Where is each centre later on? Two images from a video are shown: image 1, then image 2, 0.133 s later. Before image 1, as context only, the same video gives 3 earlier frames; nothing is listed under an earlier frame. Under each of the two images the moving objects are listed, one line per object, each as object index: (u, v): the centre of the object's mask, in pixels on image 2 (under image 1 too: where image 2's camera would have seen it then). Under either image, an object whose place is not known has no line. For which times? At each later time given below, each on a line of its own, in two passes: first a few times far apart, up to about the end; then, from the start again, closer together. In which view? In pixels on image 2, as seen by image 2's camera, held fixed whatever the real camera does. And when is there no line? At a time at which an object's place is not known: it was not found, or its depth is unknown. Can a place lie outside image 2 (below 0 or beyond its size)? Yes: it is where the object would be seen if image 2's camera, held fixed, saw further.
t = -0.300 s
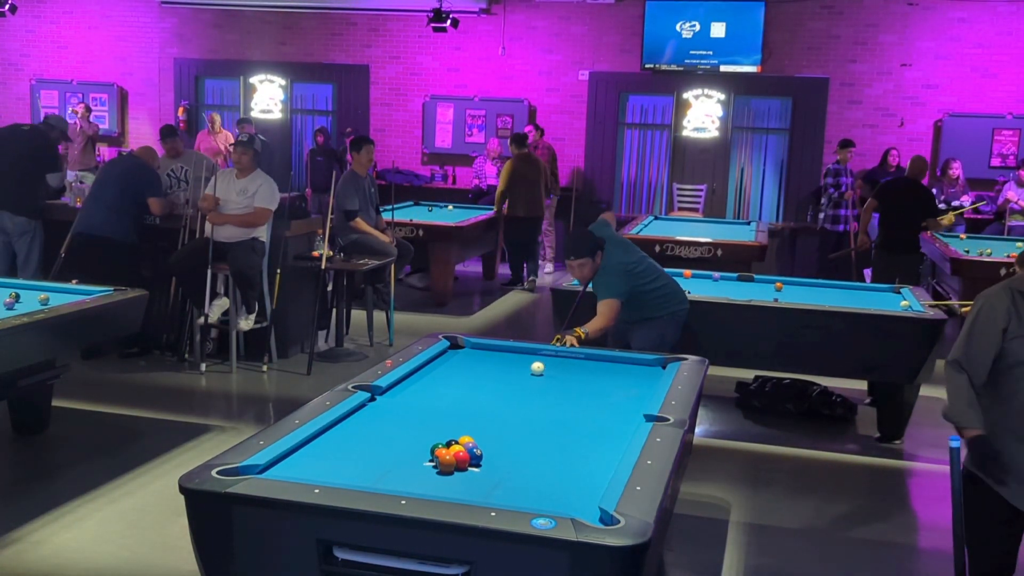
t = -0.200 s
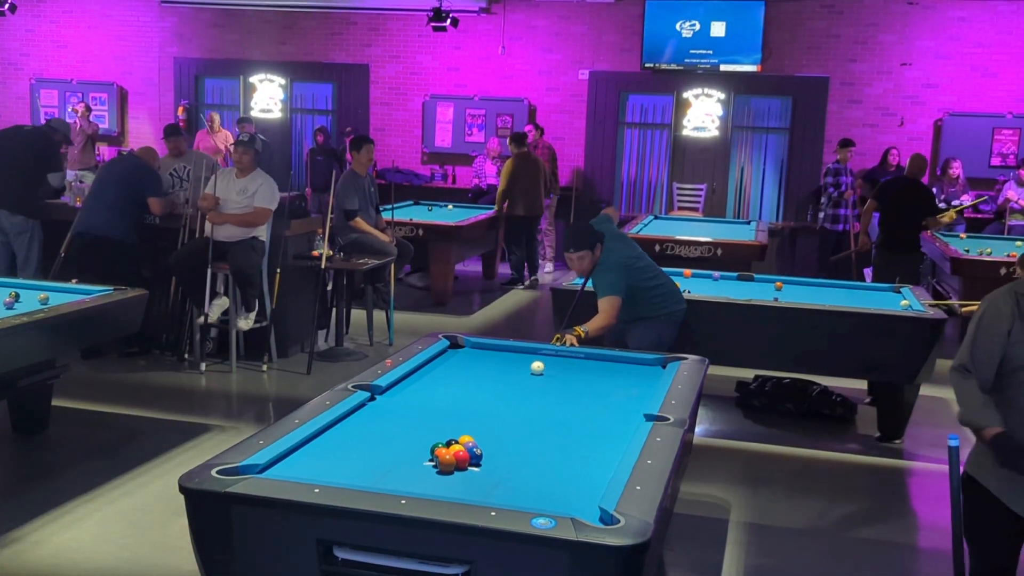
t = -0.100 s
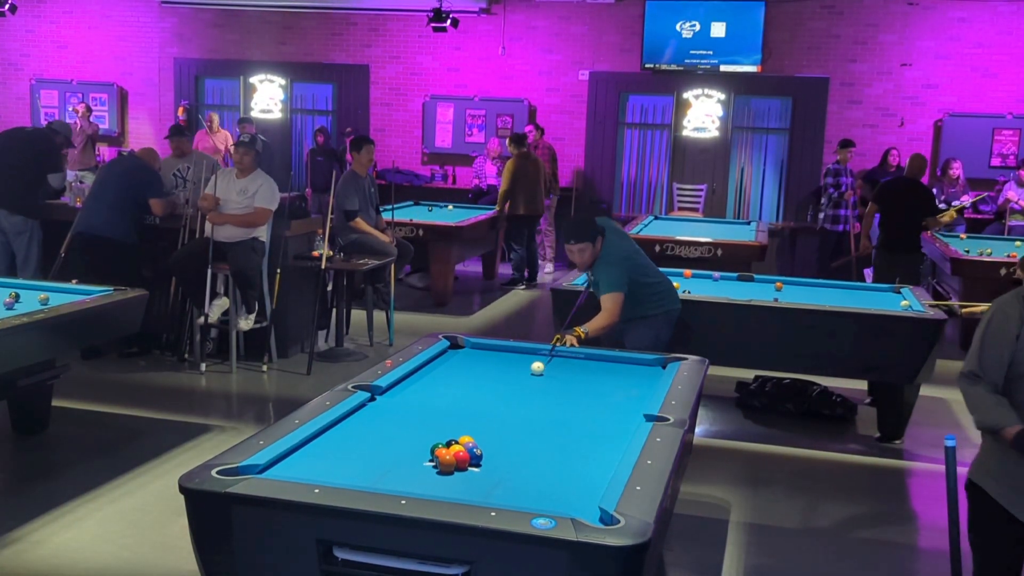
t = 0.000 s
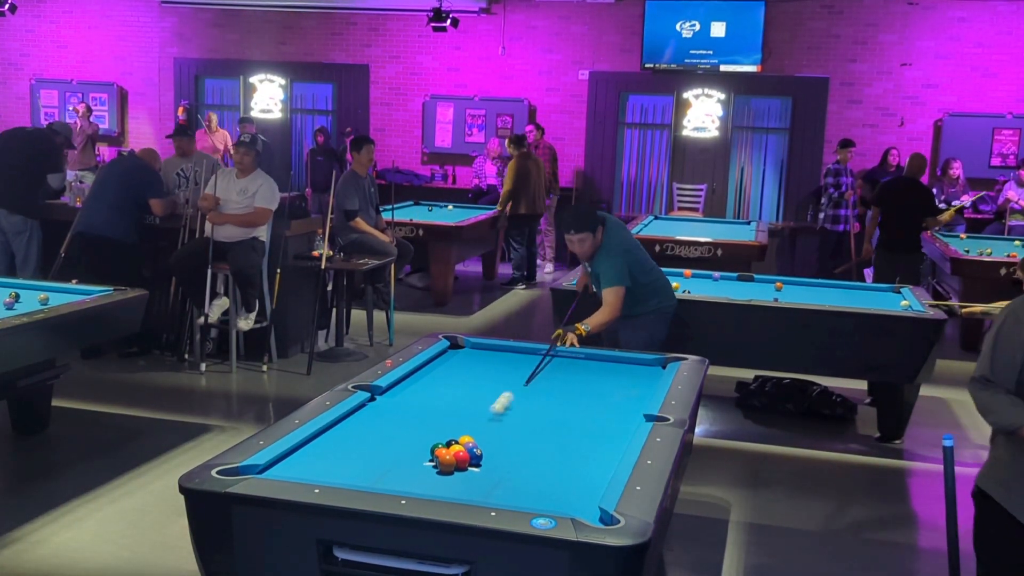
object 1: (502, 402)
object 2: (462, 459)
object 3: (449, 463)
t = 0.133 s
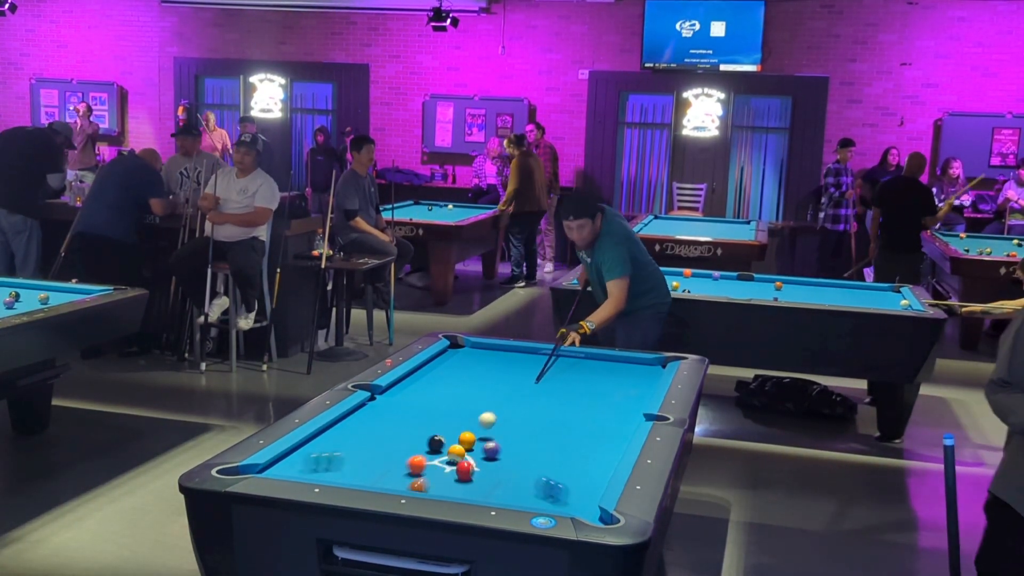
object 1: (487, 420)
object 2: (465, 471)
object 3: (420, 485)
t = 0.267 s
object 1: (510, 415)
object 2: (471, 487)
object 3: (435, 471)
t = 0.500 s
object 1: (544, 397)
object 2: (497, 492)
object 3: (430, 452)
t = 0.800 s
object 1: (581, 374)
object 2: (538, 478)
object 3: (411, 436)
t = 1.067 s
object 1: (607, 358)
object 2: (571, 466)
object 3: (397, 424)
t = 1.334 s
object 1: (582, 364)
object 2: (599, 456)
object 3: (431, 412)
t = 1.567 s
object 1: (558, 369)
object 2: (617, 447)
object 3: (455, 402)
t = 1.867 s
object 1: (526, 376)
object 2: (610, 438)
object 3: (482, 391)
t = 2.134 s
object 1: (506, 379)
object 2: (605, 431)
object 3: (496, 386)
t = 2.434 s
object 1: (502, 374)
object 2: (600, 423)
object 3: (514, 383)
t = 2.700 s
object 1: (499, 370)
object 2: (595, 418)
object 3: (529, 381)
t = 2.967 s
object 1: (497, 366)
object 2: (592, 412)
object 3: (542, 379)
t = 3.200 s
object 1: (495, 364)
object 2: (589, 409)
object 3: (553, 378)
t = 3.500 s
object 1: (493, 360)
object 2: (585, 404)
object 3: (565, 376)
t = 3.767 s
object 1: (492, 359)
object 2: (582, 401)
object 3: (574, 375)
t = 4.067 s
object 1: (491, 356)
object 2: (580, 399)
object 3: (583, 373)
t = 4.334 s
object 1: (490, 355)
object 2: (578, 396)
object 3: (582, 373)
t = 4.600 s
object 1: (489, 354)
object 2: (577, 395)
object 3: (580, 373)
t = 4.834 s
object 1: (489, 353)
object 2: (576, 394)
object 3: (580, 374)
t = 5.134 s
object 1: (488, 353)
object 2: (575, 393)
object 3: (580, 374)
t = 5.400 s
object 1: (488, 353)
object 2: (575, 393)
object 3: (580, 374)
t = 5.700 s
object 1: (488, 353)
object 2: (575, 393)
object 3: (580, 374)
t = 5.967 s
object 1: (488, 353)
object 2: (575, 393)
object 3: (579, 374)
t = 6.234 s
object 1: (488, 353)
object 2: (575, 393)
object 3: (580, 374)
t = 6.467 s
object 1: (488, 353)
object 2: (575, 393)
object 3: (579, 374)
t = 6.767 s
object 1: (489, 353)
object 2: (575, 393)
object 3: (579, 374)
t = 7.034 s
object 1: (488, 353)
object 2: (575, 393)
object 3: (579, 374)
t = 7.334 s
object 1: (488, 353)
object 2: (575, 393)
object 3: (579, 374)
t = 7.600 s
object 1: (488, 353)
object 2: (575, 393)
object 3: (579, 374)
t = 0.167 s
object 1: (493, 419)
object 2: (466, 475)
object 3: (419, 485)
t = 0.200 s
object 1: (499, 421)
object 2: (468, 479)
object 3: (425, 481)
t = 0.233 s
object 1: (505, 419)
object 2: (470, 483)
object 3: (431, 476)
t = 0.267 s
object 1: (510, 415)
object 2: (471, 487)
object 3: (435, 471)
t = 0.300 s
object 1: (515, 413)
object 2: (473, 490)
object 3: (440, 465)
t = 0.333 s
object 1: (520, 410)
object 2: (475, 492)
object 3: (444, 461)
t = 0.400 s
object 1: (530, 405)
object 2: (482, 494)
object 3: (437, 457)
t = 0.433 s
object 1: (535, 402)
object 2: (487, 494)
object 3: (435, 456)
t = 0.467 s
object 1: (539, 400)
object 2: (491, 493)
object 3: (432, 454)
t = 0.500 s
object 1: (544, 397)
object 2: (497, 492)
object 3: (430, 452)
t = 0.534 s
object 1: (548, 394)
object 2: (502, 491)
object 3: (428, 449)
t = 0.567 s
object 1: (553, 391)
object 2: (507, 490)
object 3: (425, 448)
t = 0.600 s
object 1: (557, 389)
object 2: (512, 488)
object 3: (423, 446)
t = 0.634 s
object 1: (561, 386)
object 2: (517, 485)
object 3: (421, 445)
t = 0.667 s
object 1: (565, 384)
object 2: (521, 483)
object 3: (419, 443)
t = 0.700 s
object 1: (569, 381)
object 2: (526, 482)
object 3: (417, 441)
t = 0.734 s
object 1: (573, 379)
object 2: (530, 481)
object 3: (415, 439)
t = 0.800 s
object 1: (581, 374)
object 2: (538, 478)
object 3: (411, 436)
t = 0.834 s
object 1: (584, 372)
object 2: (543, 476)
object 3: (409, 435)
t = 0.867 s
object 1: (587, 370)
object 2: (547, 475)
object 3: (407, 433)
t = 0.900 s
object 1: (591, 368)
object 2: (551, 473)
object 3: (405, 432)
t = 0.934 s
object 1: (594, 366)
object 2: (555, 472)
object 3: (404, 430)
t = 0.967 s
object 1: (598, 364)
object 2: (559, 470)
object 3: (402, 429)
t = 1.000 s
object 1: (601, 362)
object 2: (563, 469)
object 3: (400, 427)
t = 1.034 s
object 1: (604, 360)
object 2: (567, 467)
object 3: (398, 425)
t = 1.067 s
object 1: (607, 358)
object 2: (571, 466)
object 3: (397, 424)
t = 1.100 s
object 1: (606, 358)
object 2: (574, 465)
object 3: (401, 423)
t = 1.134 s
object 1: (603, 359)
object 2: (578, 464)
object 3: (407, 421)
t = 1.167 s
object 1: (599, 360)
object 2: (582, 462)
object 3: (411, 419)
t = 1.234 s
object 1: (592, 361)
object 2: (589, 459)
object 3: (419, 416)
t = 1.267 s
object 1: (589, 362)
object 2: (592, 458)
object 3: (423, 415)
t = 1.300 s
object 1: (585, 363)
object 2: (596, 457)
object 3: (427, 413)
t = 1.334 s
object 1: (582, 364)
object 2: (599, 456)
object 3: (431, 412)
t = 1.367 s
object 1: (578, 364)
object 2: (602, 455)
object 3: (434, 410)
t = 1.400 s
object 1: (575, 365)
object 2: (606, 453)
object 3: (438, 409)
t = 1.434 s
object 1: (571, 366)
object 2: (609, 452)
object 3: (441, 407)
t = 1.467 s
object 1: (568, 367)
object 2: (612, 451)
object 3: (445, 406)
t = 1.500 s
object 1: (564, 367)
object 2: (615, 450)
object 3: (448, 405)
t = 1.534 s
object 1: (561, 368)
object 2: (617, 448)
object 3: (451, 403)
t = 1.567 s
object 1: (558, 369)
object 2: (617, 447)
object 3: (455, 402)
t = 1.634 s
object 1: (550, 371)
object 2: (616, 445)
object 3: (461, 399)
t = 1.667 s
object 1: (547, 371)
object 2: (615, 444)
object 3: (464, 398)
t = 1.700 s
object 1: (543, 372)
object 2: (614, 443)
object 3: (467, 397)
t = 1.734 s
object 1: (540, 373)
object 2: (613, 442)
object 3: (470, 395)
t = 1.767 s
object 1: (536, 374)
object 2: (612, 441)
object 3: (473, 394)
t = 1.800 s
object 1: (533, 375)
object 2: (612, 440)
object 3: (476, 392)
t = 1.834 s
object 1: (529, 375)
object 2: (611, 439)
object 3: (479, 391)
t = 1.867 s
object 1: (526, 376)
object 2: (610, 438)
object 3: (482, 391)
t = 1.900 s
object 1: (522, 377)
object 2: (610, 437)
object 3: (485, 390)
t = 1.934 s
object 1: (519, 378)
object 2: (609, 436)
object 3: (488, 389)
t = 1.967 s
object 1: (515, 379)
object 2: (608, 435)
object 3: (490, 388)
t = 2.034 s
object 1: (508, 380)
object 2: (607, 433)
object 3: (496, 385)
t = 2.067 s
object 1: (506, 380)
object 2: (606, 432)
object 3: (498, 384)
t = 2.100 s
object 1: (506, 379)
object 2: (606, 431)
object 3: (497, 385)
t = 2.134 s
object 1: (506, 379)
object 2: (605, 431)
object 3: (496, 386)
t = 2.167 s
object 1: (506, 377)
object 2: (604, 430)
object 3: (498, 386)
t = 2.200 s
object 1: (505, 376)
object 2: (604, 429)
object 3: (500, 385)
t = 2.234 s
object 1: (504, 375)
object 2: (603, 428)
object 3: (502, 385)
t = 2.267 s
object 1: (504, 374)
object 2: (602, 427)
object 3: (504, 385)
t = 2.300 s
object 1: (503, 374)
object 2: (602, 426)
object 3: (506, 384)
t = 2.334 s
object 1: (502, 374)
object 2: (601, 426)
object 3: (508, 384)
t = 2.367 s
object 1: (502, 374)
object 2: (601, 425)
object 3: (510, 384)
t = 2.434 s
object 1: (502, 374)
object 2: (600, 423)
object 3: (514, 383)
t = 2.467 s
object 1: (501, 373)
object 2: (599, 422)
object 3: (516, 383)
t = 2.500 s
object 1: (501, 373)
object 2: (599, 422)
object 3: (518, 383)
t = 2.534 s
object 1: (500, 372)
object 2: (598, 421)
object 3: (520, 382)
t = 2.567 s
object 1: (500, 372)
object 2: (597, 420)
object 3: (522, 382)
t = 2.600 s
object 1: (500, 371)
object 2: (597, 420)
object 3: (524, 382)
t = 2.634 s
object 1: (500, 371)
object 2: (596, 419)
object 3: (526, 381)
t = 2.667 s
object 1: (499, 370)
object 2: (596, 418)
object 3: (527, 381)
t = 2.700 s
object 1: (499, 370)
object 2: (595, 418)
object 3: (529, 381)
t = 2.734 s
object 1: (499, 369)
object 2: (595, 417)
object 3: (531, 381)
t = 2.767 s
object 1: (498, 369)
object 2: (594, 416)
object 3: (533, 380)
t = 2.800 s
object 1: (498, 368)
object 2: (594, 416)
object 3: (534, 380)
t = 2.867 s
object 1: (497, 367)
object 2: (593, 414)
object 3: (538, 380)
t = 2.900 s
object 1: (497, 367)
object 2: (592, 414)
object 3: (539, 380)
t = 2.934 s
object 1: (497, 367)
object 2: (592, 413)
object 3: (541, 379)
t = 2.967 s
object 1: (497, 366)
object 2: (592, 412)
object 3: (542, 379)
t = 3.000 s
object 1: (496, 366)
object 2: (591, 412)
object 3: (544, 379)
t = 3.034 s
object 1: (496, 365)
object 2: (591, 411)
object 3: (546, 379)
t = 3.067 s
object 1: (496, 365)
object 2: (590, 411)
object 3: (547, 378)
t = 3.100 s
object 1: (496, 365)
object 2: (590, 410)
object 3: (549, 378)
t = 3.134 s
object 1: (495, 364)
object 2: (590, 410)
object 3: (550, 378)
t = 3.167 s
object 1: (495, 364)
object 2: (589, 409)
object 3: (552, 378)
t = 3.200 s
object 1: (495, 364)
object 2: (589, 409)
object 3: (553, 378)
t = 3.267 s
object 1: (495, 363)
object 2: (588, 408)
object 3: (556, 377)
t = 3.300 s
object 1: (494, 363)
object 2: (588, 407)
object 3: (557, 377)
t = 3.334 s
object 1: (494, 362)
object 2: (587, 407)
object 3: (558, 377)
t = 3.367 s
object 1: (494, 362)
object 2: (587, 406)
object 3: (560, 377)
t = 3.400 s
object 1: (494, 361)
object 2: (586, 406)
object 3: (561, 377)
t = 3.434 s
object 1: (493, 361)
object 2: (586, 405)
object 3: (563, 376)
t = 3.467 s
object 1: (493, 361)
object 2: (586, 405)
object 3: (564, 376)
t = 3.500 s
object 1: (493, 360)
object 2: (585, 404)
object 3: (565, 376)
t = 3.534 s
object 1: (493, 360)
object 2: (585, 404)
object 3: (566, 376)
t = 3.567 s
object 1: (493, 360)
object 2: (584, 404)
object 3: (567, 376)
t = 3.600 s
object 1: (493, 360)
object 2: (584, 403)
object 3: (569, 375)
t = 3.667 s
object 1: (492, 359)
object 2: (583, 402)
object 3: (571, 375)
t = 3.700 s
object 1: (492, 359)
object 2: (583, 402)
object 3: (572, 375)
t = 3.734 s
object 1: (492, 359)
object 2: (583, 402)
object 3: (573, 375)
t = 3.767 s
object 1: (492, 359)
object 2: (582, 401)
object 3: (574, 375)
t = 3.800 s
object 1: (492, 358)
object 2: (582, 401)
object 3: (575, 375)
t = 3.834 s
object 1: (492, 358)
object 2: (582, 401)
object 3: (576, 374)
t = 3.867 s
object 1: (492, 357)
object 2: (582, 400)
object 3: (577, 374)
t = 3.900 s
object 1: (491, 357)
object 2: (581, 400)
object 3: (578, 374)
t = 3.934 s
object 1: (491, 357)
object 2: (581, 399)
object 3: (579, 374)
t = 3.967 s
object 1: (491, 357)
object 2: (581, 399)
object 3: (580, 374)
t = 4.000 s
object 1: (491, 357)
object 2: (580, 399)
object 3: (581, 374)
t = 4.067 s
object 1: (491, 356)
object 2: (580, 399)
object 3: (583, 373)
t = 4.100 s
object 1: (491, 356)
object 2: (580, 398)
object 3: (583, 373)
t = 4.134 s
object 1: (491, 356)
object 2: (579, 398)
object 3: (584, 373)
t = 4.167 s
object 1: (490, 356)
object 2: (579, 398)
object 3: (584, 373)
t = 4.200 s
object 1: (490, 356)
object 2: (579, 397)
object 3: (584, 373)
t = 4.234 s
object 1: (490, 355)
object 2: (579, 397)
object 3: (584, 373)
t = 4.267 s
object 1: (490, 355)
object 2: (578, 397)
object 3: (583, 373)
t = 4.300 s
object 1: (490, 355)
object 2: (578, 397)
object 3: (583, 373)
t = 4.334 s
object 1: (490, 355)
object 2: (578, 396)
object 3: (582, 373)
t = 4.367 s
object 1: (490, 355)
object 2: (578, 396)
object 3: (582, 373)
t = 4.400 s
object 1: (490, 355)
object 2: (578, 396)
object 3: (582, 373)
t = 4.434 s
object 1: (490, 354)
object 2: (577, 396)
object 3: (581, 373)
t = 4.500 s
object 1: (490, 354)
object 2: (577, 395)
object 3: (581, 373)
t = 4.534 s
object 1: (489, 354)
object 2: (577, 395)
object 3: (581, 373)
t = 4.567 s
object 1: (489, 354)
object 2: (577, 395)
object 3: (581, 373)
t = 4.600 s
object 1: (489, 354)
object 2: (577, 395)
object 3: (580, 373)
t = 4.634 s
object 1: (489, 354)
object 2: (576, 394)
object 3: (580, 373)
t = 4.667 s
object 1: (489, 354)
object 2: (576, 394)
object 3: (580, 373)
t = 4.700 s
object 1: (489, 354)
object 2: (576, 394)
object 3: (580, 373)
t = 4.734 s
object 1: (489, 353)
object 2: (576, 394)
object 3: (580, 373)
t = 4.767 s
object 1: (489, 353)
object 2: (576, 394)
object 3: (580, 374)
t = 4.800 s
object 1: (489, 353)
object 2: (576, 394)
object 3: (580, 374)
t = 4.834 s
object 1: (489, 353)
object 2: (576, 394)
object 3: (580, 374)
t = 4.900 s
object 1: (489, 353)
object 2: (576, 393)
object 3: (580, 374)
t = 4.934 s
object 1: (488, 353)
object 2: (575, 394)
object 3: (579, 374)
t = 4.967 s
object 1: (488, 353)
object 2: (575, 393)
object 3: (579, 374)
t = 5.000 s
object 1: (488, 353)
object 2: (575, 393)
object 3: (579, 374)
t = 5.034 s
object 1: (488, 353)
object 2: (575, 393)
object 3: (580, 374)
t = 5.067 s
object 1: (488, 353)
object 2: (575, 393)
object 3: (579, 374)
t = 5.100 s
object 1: (489, 353)
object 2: (575, 393)
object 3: (580, 374)
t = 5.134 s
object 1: (488, 353)
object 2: (575, 393)
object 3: (580, 374)
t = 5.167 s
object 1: (488, 353)
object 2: (575, 393)
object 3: (580, 374)
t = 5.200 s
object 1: (488, 353)
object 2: (575, 393)
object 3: (580, 374)
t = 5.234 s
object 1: (488, 353)
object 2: (575, 393)
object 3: (580, 374)
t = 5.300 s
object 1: (488, 353)
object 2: (575, 393)
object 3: (580, 374)
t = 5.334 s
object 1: (488, 353)
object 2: (575, 393)
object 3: (579, 374)
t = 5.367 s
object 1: (488, 353)
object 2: (575, 393)
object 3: (580, 374)
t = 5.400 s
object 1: (488, 353)
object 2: (575, 393)
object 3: (580, 374)
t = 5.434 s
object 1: (488, 353)
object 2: (575, 393)
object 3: (580, 374)
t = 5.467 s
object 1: (488, 353)
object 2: (575, 393)
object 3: (580, 373)
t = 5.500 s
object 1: (488, 353)
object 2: (575, 393)
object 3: (580, 374)
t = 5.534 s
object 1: (488, 353)
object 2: (575, 393)
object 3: (580, 374)
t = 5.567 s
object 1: (488, 353)
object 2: (575, 393)
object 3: (580, 374)
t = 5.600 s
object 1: (488, 353)
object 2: (575, 393)
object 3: (580, 374)
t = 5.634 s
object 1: (488, 353)
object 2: (575, 393)
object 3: (580, 374)
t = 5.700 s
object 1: (488, 353)
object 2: (575, 393)
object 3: (580, 374)
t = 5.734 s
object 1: (488, 353)
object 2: (575, 393)
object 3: (580, 374)
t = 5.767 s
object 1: (488, 353)
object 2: (575, 393)
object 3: (580, 374)
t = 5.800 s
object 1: (488, 353)
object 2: (575, 393)
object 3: (579, 374)
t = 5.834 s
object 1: (488, 353)
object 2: (575, 393)
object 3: (580, 374)
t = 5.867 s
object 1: (488, 353)
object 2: (575, 393)
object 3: (580, 374)
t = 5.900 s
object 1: (488, 353)
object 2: (575, 393)
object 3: (580, 374)
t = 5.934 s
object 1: (488, 353)
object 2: (575, 393)
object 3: (580, 374)
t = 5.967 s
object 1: (488, 353)
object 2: (575, 393)
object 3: (579, 374)
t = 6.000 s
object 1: (488, 353)
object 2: (575, 393)
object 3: (579, 374)
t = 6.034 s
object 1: (488, 353)
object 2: (575, 393)
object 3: (579, 374)
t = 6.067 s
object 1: (488, 353)
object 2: (575, 393)
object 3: (579, 374)
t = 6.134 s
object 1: (488, 353)
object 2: (575, 393)
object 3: (579, 374)
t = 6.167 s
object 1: (488, 353)
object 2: (575, 393)
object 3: (579, 374)
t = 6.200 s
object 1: (488, 353)
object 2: (575, 393)
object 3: (580, 374)
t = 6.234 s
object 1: (488, 353)
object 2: (575, 393)
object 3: (580, 374)
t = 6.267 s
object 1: (488, 353)
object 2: (575, 393)
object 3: (579, 374)
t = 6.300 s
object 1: (488, 353)
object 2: (575, 393)
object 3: (579, 374)
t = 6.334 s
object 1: (488, 353)
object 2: (575, 393)
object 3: (580, 374)
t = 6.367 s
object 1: (488, 353)
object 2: (575, 393)
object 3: (579, 374)
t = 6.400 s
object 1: (488, 353)
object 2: (575, 393)
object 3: (579, 374)
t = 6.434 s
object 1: (488, 353)
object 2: (575, 393)
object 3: (579, 374)
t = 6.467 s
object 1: (488, 353)
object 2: (575, 393)
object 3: (579, 374)
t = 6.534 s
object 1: (488, 353)
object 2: (575, 393)
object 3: (579, 374)
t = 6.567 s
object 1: (488, 353)
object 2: (575, 393)
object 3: (579, 374)
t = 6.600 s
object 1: (488, 353)
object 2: (575, 393)
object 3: (579, 374)
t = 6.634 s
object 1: (488, 353)
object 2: (575, 393)
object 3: (579, 374)
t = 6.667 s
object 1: (488, 353)
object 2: (575, 393)
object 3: (579, 374)
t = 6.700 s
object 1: (488, 353)
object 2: (575, 393)
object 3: (579, 374)
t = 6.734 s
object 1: (488, 353)
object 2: (575, 393)
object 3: (579, 374)
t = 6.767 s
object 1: (489, 353)
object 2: (575, 393)
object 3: (579, 374)
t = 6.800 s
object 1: (489, 353)
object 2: (575, 393)
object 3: (579, 374)
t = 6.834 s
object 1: (488, 353)
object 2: (575, 393)
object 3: (579, 374)
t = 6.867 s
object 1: (488, 353)
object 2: (575, 393)
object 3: (579, 374)
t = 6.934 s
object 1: (488, 353)
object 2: (575, 393)
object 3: (579, 374)
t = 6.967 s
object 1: (488, 353)
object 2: (575, 393)
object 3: (579, 374)
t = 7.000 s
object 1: (489, 353)
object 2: (575, 393)
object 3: (579, 374)
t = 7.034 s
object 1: (488, 353)
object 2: (575, 393)
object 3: (579, 374)
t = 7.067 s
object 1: (488, 353)
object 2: (575, 393)
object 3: (579, 374)
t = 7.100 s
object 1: (488, 353)
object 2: (575, 393)
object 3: (579, 374)
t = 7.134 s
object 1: (488, 353)
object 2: (575, 393)
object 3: (579, 374)
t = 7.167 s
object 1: (488, 353)
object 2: (575, 393)
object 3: (579, 374)
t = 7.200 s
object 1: (488, 353)
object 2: (575, 393)
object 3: (579, 374)
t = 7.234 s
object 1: (488, 353)
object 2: (575, 393)
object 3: (579, 374)
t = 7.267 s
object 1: (488, 353)
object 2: (575, 393)
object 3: (579, 374)
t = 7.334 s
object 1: (488, 353)
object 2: (575, 393)
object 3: (579, 374)
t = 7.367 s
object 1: (488, 353)
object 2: (575, 393)
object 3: (579, 374)
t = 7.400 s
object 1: (488, 353)
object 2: (575, 393)
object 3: (579, 374)
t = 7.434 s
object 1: (488, 353)
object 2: (575, 393)
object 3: (579, 374)
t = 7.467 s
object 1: (488, 353)
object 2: (575, 393)
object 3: (579, 374)
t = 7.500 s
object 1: (488, 353)
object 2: (575, 393)
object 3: (579, 374)
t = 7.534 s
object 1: (488, 353)
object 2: (575, 393)
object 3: (579, 374)
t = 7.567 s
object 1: (488, 353)
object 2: (575, 393)
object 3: (579, 374)
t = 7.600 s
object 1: (488, 353)
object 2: (575, 393)
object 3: (579, 374)
